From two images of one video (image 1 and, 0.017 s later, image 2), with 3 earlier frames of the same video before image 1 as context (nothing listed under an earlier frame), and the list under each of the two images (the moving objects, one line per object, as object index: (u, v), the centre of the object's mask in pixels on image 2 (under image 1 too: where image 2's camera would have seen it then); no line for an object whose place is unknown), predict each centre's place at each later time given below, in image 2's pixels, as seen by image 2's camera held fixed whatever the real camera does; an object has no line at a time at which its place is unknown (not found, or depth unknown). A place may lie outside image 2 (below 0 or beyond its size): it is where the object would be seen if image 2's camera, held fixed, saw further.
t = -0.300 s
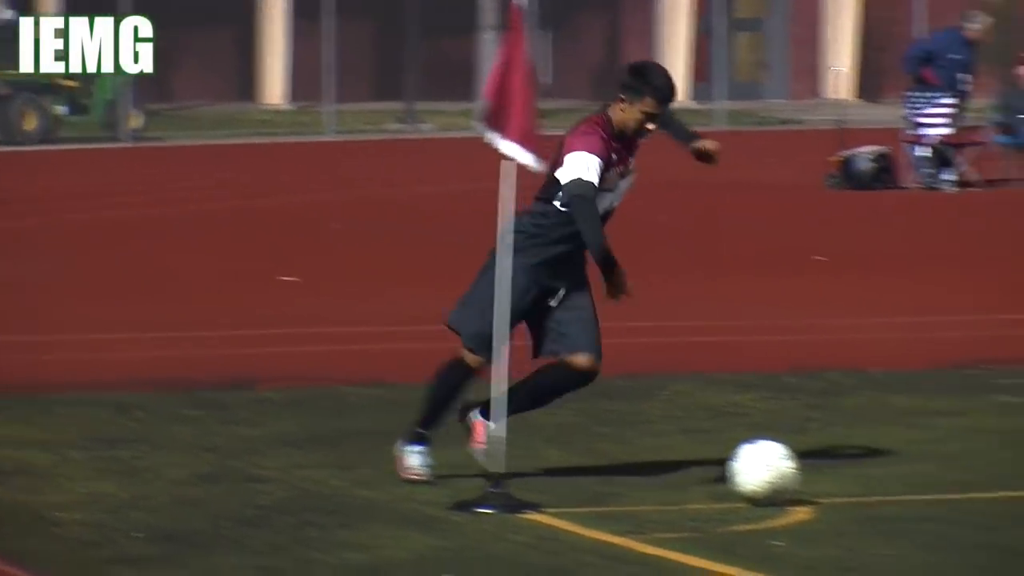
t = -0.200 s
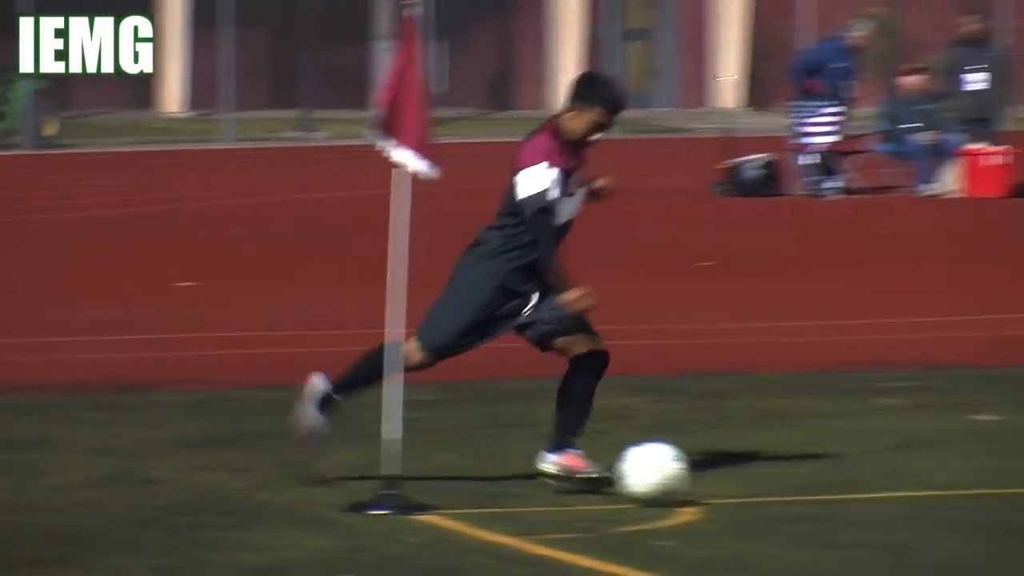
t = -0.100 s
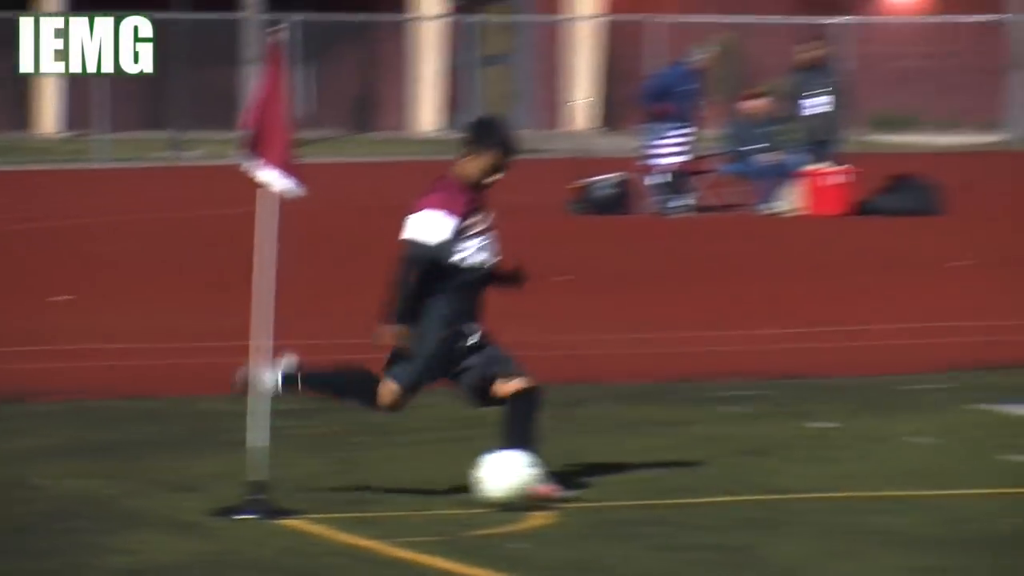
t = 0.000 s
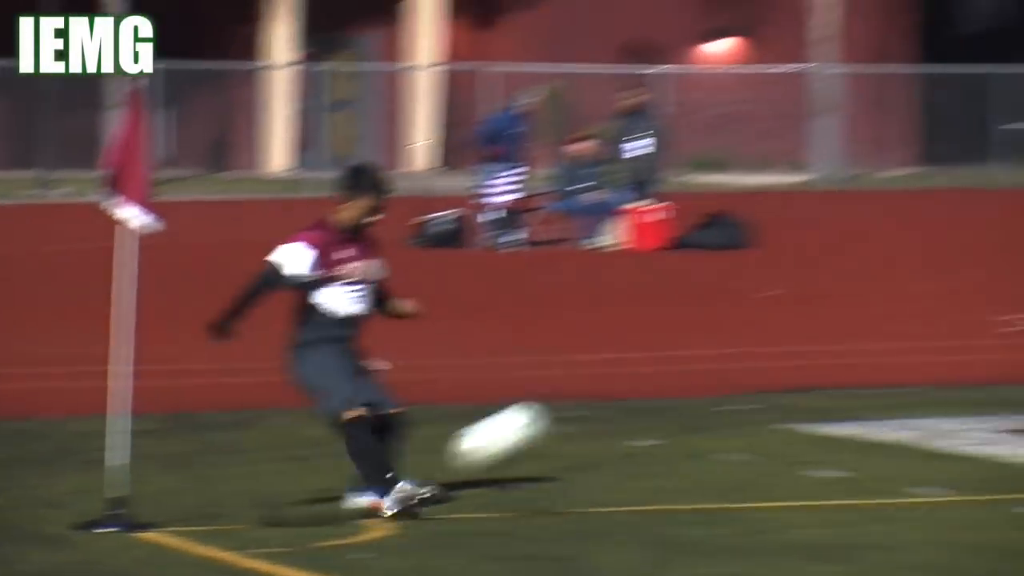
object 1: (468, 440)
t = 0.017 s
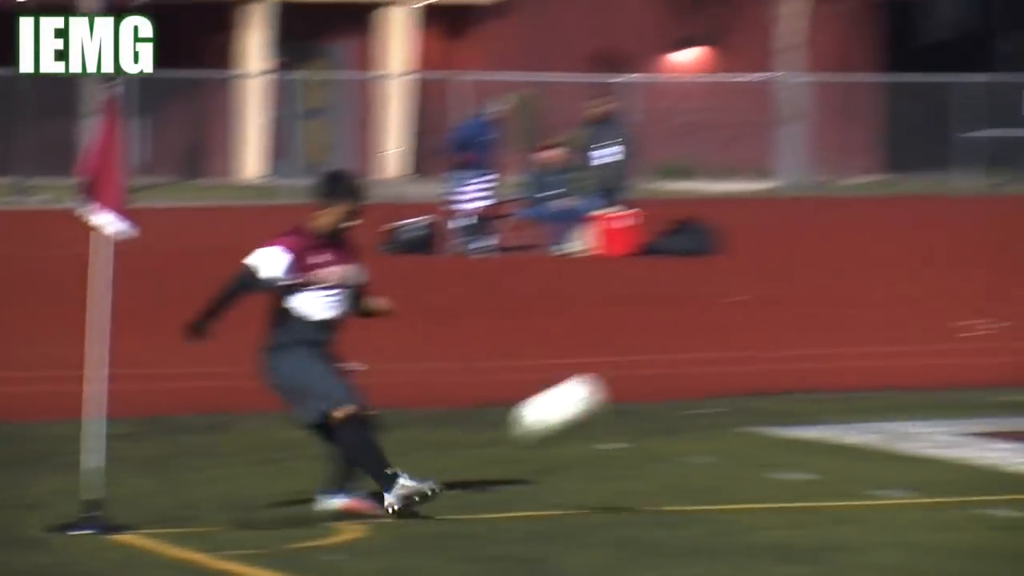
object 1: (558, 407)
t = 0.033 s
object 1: (646, 377)
